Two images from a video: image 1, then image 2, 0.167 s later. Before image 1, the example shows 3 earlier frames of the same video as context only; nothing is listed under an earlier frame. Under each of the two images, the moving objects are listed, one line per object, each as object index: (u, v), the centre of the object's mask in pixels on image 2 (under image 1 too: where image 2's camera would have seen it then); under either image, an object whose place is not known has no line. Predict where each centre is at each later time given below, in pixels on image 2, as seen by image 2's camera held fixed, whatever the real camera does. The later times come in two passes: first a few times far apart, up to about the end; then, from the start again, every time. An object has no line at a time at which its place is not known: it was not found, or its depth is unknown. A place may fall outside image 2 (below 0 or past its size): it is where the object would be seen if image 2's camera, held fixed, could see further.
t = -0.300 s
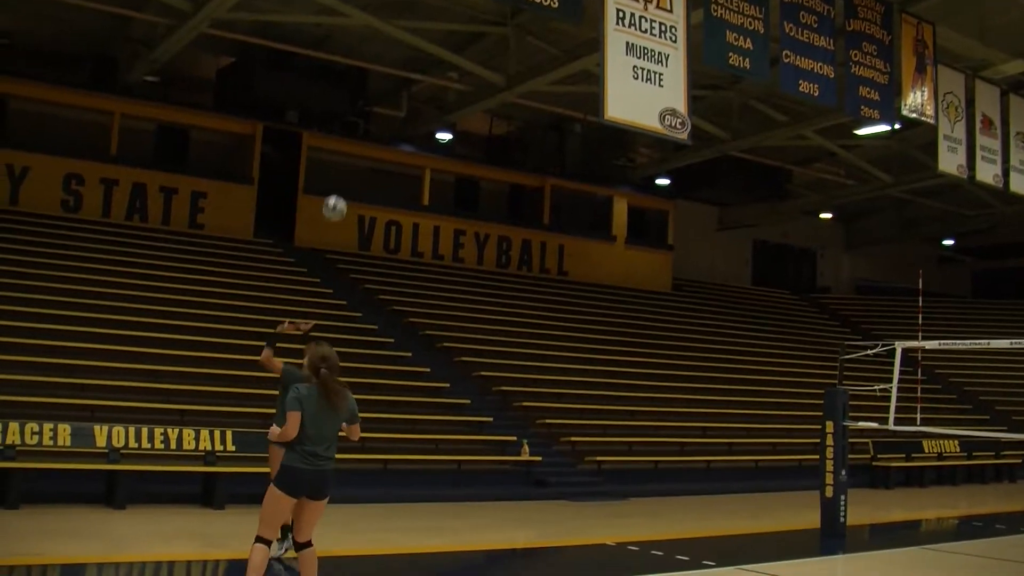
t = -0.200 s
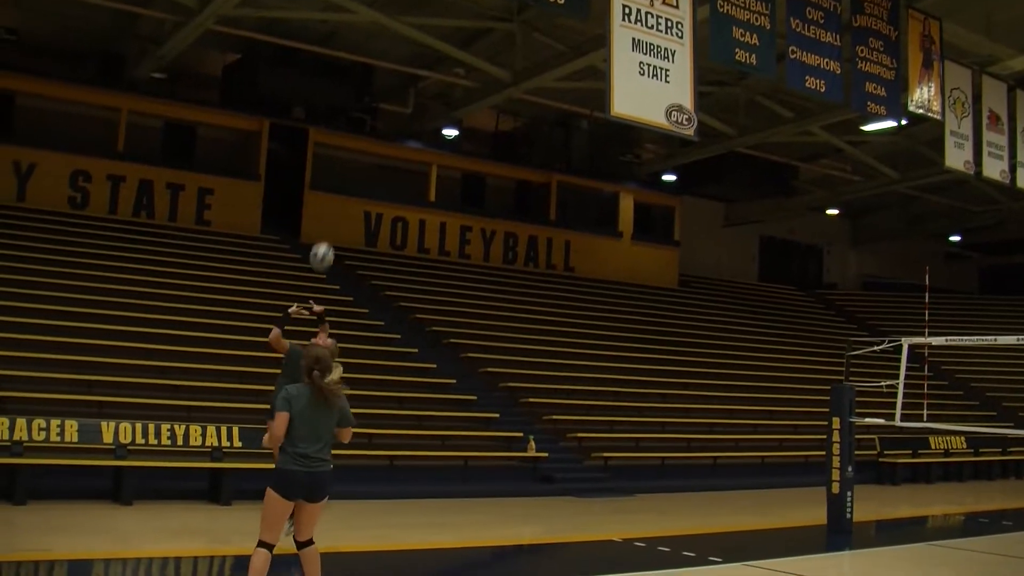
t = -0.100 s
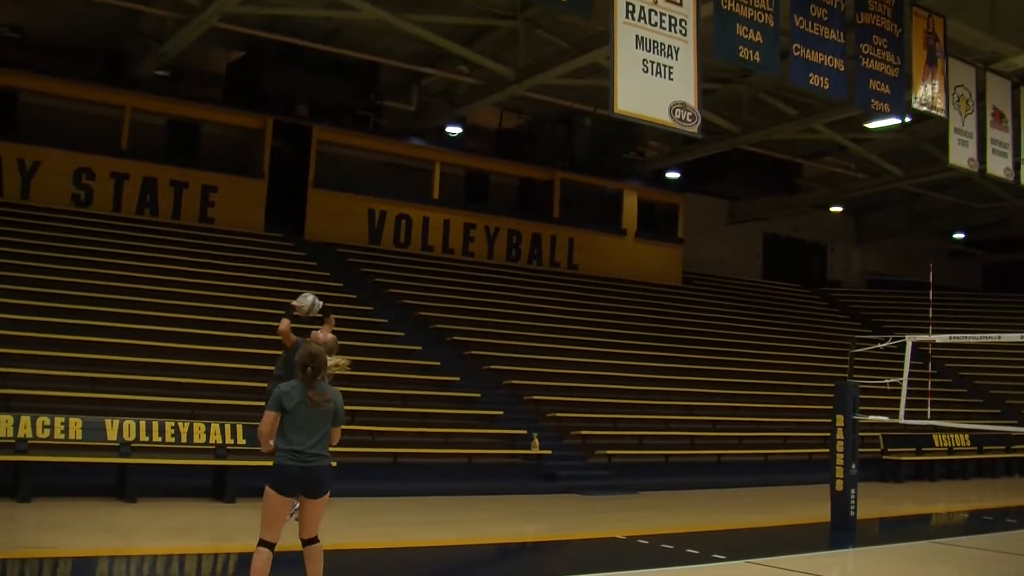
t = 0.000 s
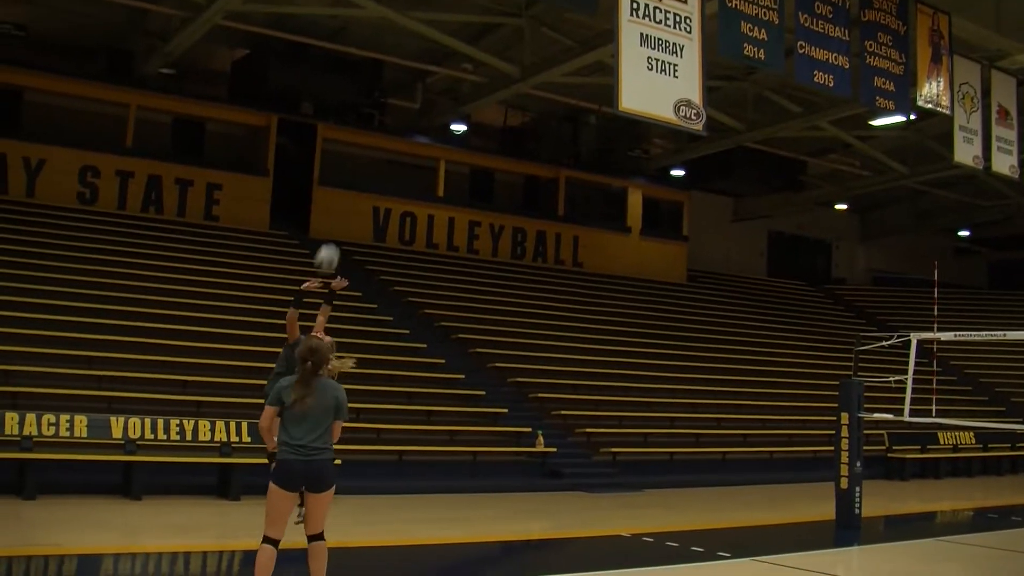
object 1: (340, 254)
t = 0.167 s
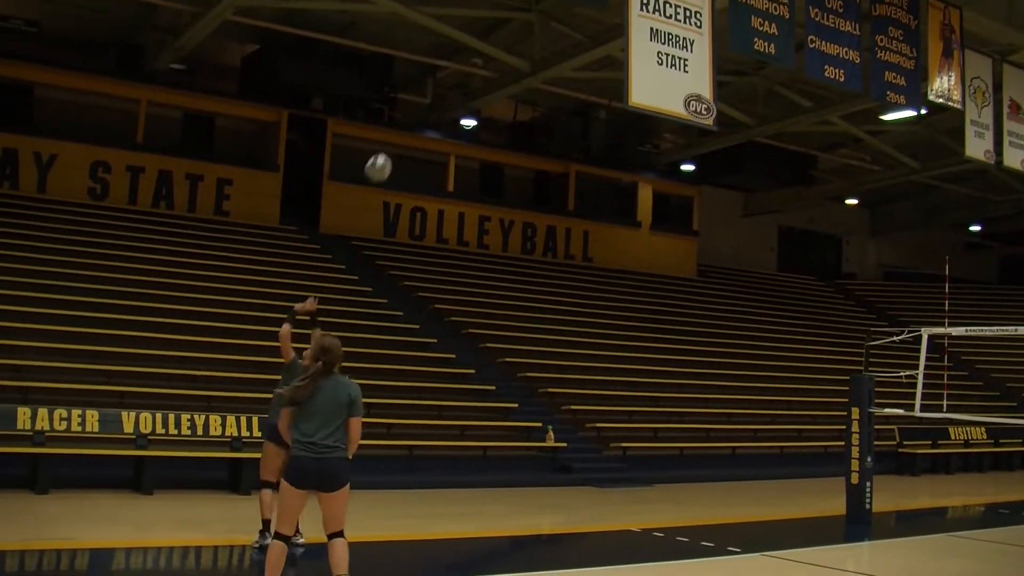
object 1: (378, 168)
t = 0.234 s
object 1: (395, 141)
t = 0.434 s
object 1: (444, 90)
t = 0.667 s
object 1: (503, 90)
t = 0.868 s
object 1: (555, 146)
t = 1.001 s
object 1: (590, 217)
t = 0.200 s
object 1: (386, 154)
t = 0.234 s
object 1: (395, 141)
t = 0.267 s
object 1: (403, 129)
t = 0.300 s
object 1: (411, 119)
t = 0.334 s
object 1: (420, 111)
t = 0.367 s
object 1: (428, 102)
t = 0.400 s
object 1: (437, 96)
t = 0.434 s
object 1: (444, 90)
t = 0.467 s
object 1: (452, 86)
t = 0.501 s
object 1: (461, 83)
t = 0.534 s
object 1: (469, 82)
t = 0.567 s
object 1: (477, 82)
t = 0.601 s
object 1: (485, 83)
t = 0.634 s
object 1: (494, 86)
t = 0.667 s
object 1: (503, 90)
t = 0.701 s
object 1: (512, 95)
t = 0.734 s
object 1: (520, 102)
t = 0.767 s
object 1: (529, 111)
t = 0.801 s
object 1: (537, 121)
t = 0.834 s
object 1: (546, 133)
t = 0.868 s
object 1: (555, 146)
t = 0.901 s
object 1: (564, 162)
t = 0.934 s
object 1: (572, 179)
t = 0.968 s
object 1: (582, 198)
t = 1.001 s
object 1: (590, 217)
